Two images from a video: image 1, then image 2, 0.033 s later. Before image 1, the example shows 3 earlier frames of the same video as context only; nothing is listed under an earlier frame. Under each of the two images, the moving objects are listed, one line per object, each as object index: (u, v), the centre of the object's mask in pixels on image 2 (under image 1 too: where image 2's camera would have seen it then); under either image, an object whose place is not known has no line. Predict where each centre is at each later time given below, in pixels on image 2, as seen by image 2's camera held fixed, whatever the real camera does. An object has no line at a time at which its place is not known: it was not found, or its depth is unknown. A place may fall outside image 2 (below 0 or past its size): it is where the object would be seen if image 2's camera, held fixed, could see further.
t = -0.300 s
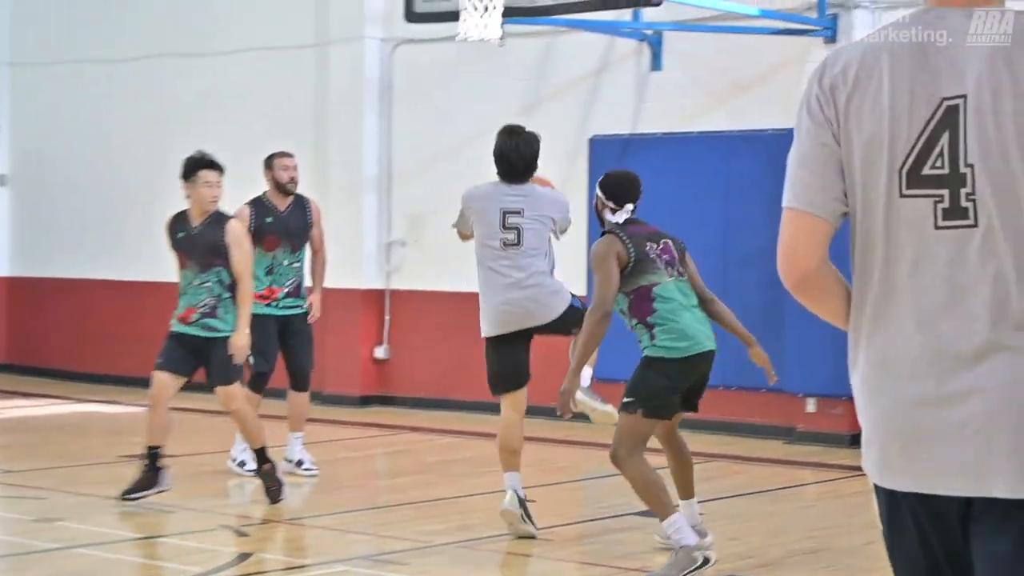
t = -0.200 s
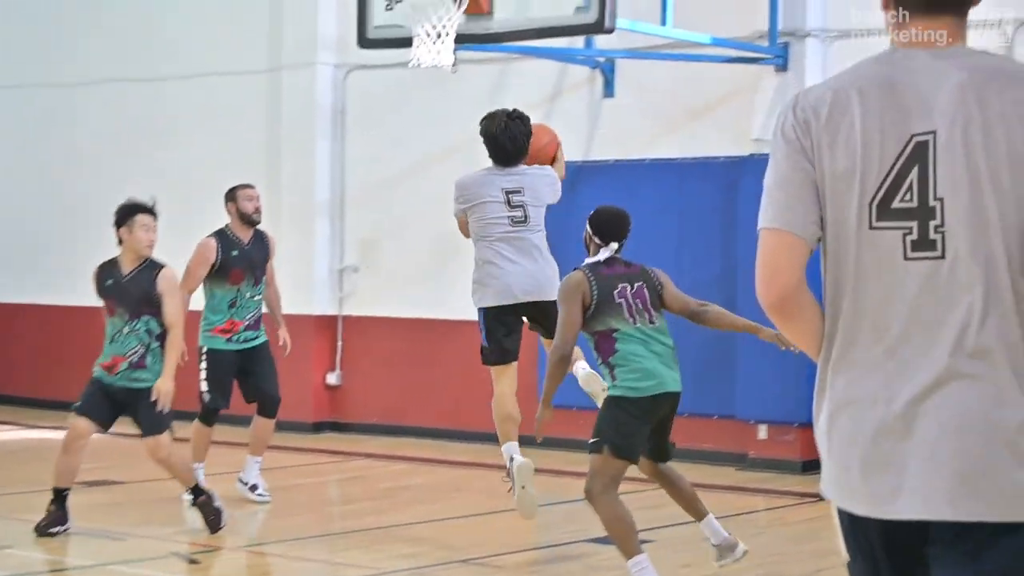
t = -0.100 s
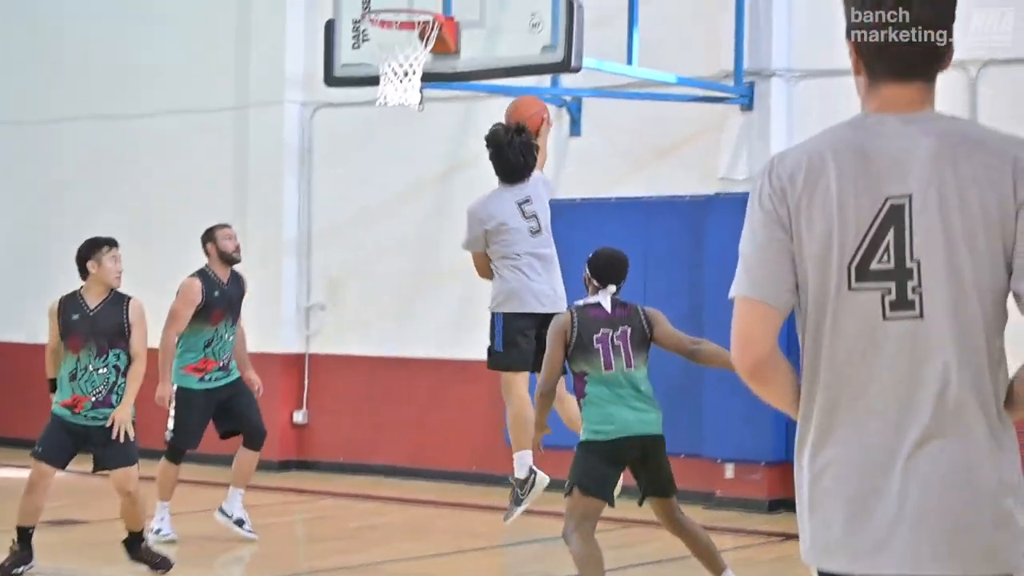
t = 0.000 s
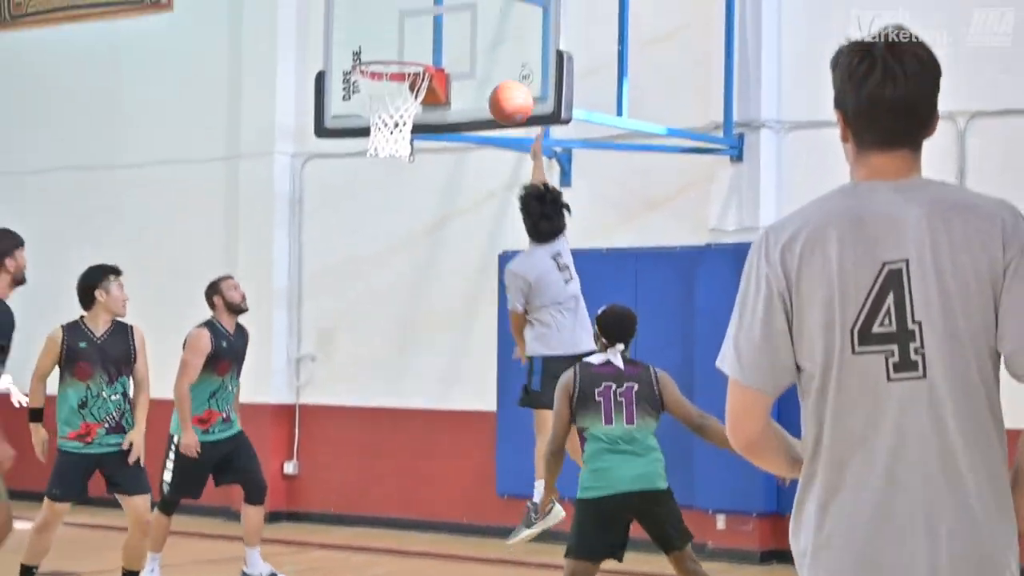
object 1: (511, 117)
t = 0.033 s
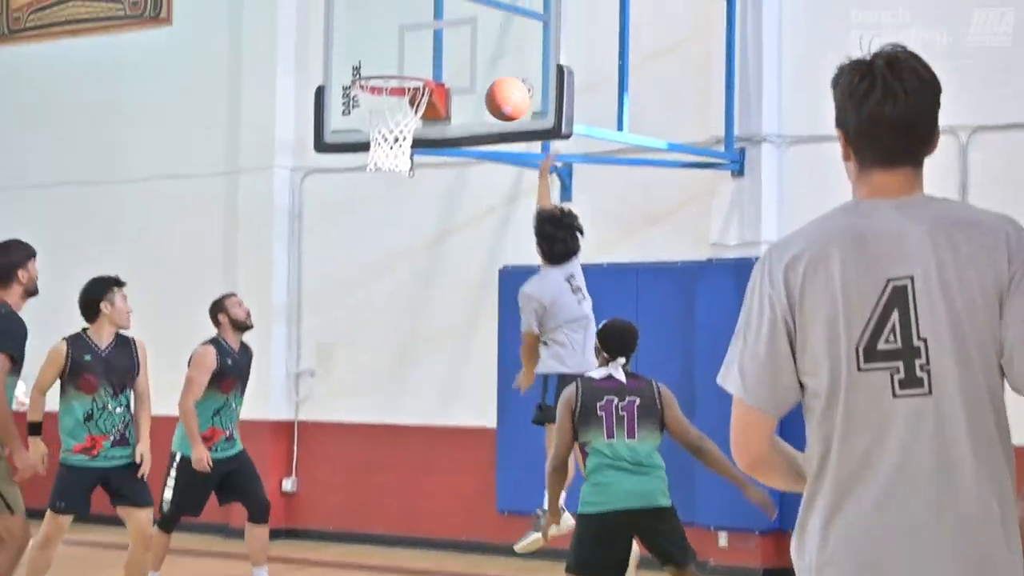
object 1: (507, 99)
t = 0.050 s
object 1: (506, 91)
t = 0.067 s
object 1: (504, 84)
